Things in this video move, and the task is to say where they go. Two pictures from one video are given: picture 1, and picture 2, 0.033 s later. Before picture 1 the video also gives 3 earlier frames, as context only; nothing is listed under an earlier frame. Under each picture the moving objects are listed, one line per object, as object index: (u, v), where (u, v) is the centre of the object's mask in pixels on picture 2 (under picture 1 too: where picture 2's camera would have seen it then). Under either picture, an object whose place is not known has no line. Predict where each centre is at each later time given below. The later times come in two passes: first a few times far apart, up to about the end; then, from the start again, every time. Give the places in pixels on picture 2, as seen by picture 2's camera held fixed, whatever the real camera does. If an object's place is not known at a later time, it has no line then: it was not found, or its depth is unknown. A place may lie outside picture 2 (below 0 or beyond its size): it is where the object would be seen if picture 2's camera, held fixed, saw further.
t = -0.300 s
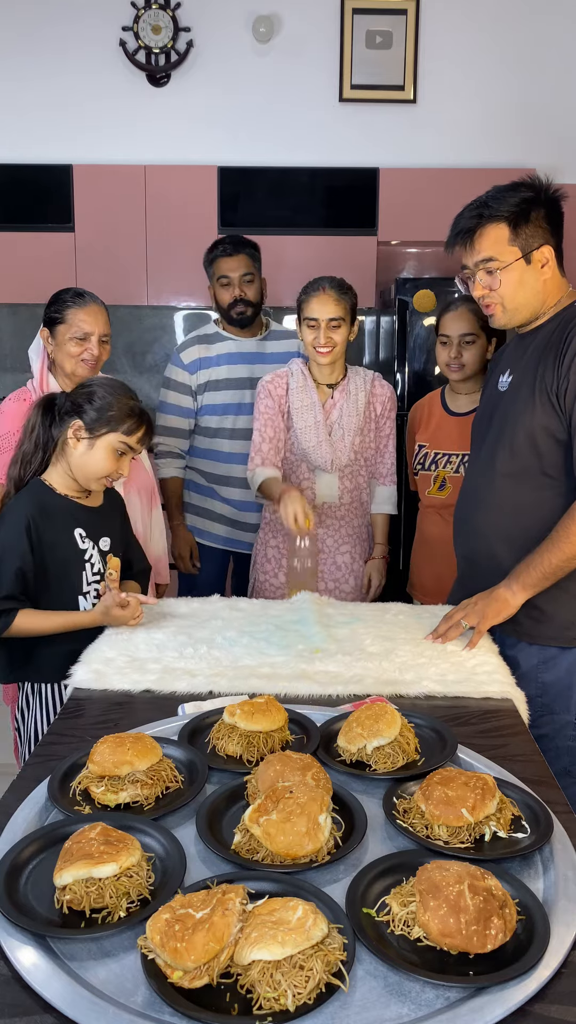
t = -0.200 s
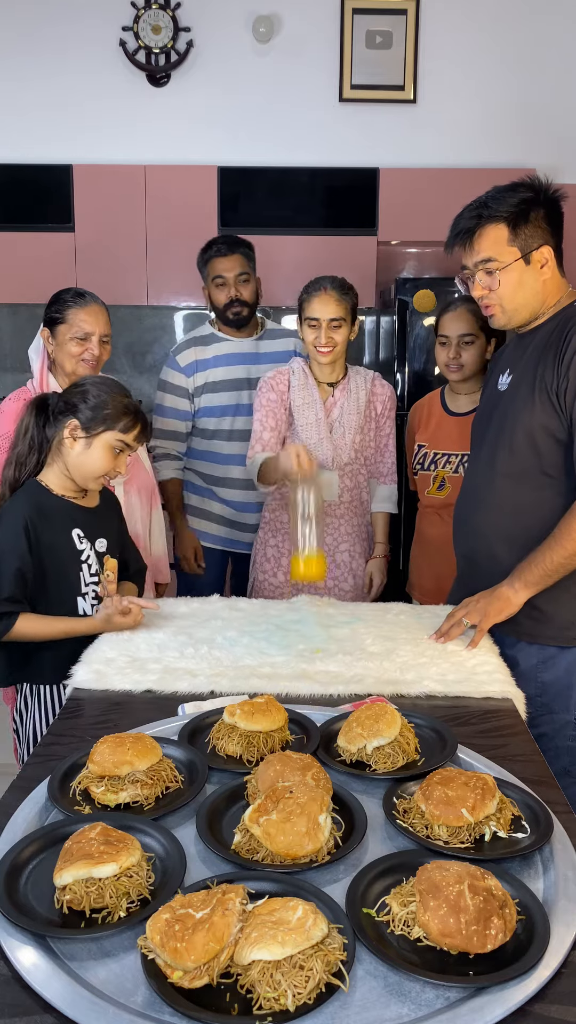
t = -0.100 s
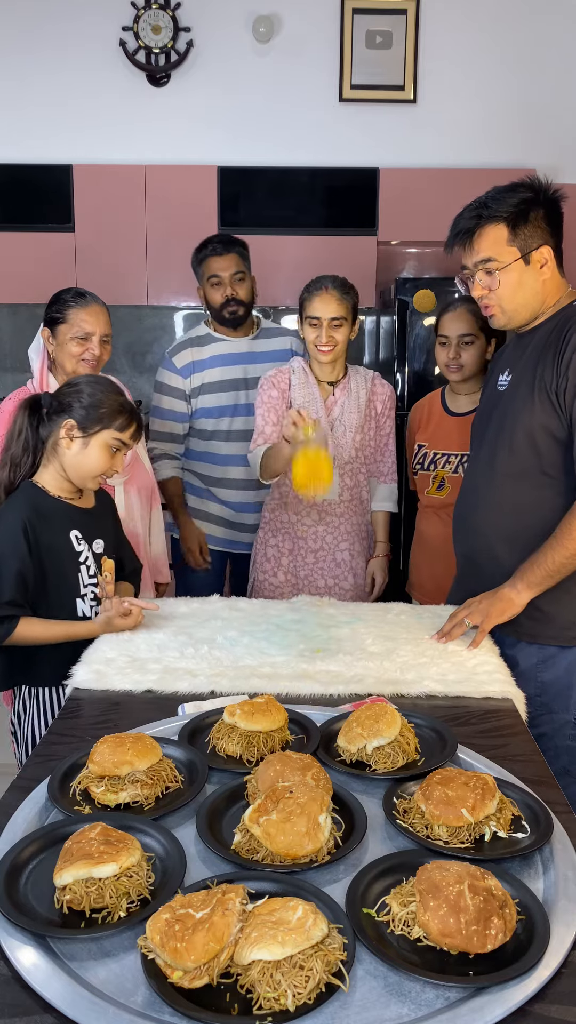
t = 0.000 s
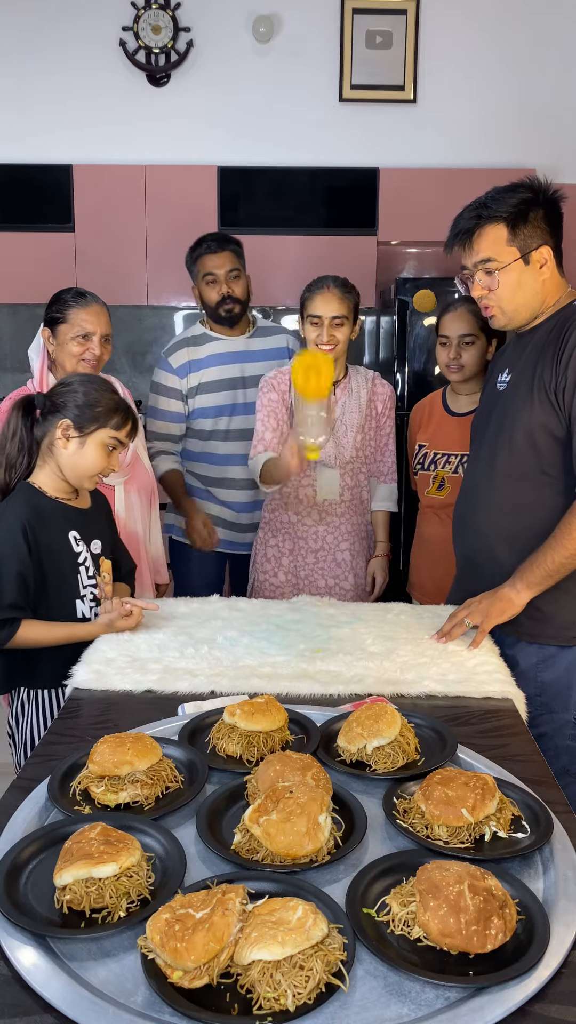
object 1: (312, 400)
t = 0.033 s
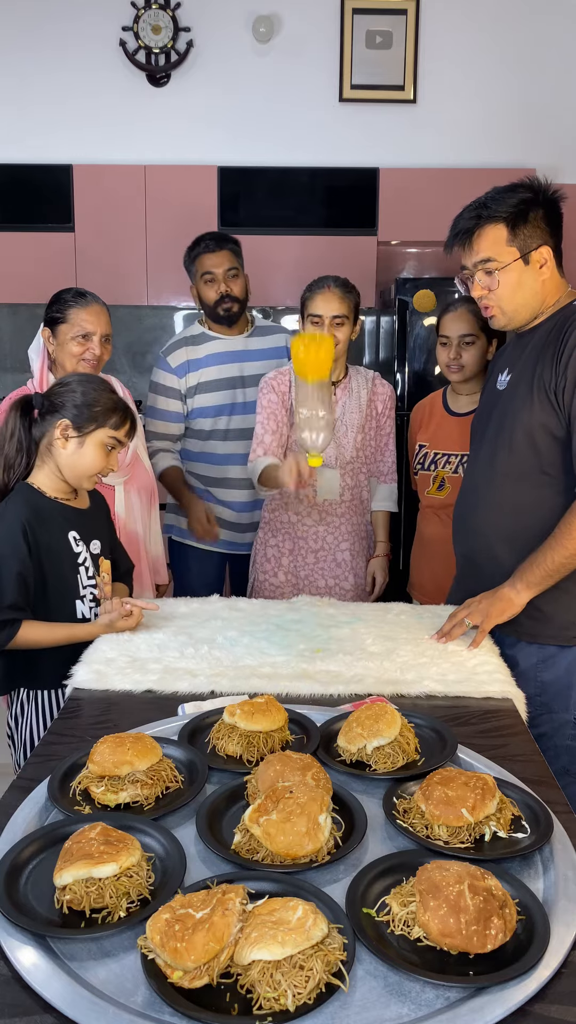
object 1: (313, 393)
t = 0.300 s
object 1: (310, 396)
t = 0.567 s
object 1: (307, 608)
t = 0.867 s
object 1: (307, 608)
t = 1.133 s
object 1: (306, 609)
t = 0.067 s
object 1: (313, 387)
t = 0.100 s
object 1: (314, 379)
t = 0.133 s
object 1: (314, 372)
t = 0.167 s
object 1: (314, 363)
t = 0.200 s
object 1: (313, 359)
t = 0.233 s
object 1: (312, 366)
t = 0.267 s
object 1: (311, 377)
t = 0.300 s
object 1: (310, 396)
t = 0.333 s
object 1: (309, 424)
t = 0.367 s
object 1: (308, 462)
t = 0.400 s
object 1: (307, 508)
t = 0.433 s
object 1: (306, 555)
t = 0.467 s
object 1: (305, 602)
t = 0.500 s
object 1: (305, 604)
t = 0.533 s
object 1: (306, 606)
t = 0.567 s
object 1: (307, 608)
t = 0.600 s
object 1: (308, 609)
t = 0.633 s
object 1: (307, 610)
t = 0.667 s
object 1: (307, 610)
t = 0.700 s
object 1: (306, 611)
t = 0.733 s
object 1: (306, 611)
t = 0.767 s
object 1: (307, 610)
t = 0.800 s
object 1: (307, 610)
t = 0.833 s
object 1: (307, 609)
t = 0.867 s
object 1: (307, 608)
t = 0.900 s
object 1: (307, 607)
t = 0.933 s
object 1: (308, 607)
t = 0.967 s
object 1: (308, 607)
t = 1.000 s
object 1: (308, 608)
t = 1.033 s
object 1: (307, 609)
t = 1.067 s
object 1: (307, 609)
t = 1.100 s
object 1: (306, 609)
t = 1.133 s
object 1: (306, 609)
